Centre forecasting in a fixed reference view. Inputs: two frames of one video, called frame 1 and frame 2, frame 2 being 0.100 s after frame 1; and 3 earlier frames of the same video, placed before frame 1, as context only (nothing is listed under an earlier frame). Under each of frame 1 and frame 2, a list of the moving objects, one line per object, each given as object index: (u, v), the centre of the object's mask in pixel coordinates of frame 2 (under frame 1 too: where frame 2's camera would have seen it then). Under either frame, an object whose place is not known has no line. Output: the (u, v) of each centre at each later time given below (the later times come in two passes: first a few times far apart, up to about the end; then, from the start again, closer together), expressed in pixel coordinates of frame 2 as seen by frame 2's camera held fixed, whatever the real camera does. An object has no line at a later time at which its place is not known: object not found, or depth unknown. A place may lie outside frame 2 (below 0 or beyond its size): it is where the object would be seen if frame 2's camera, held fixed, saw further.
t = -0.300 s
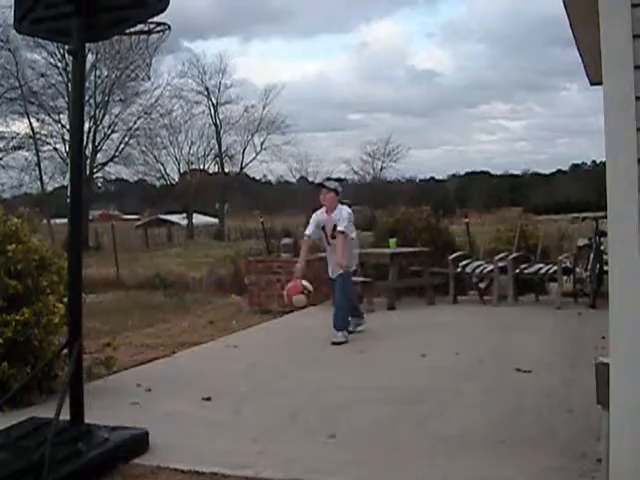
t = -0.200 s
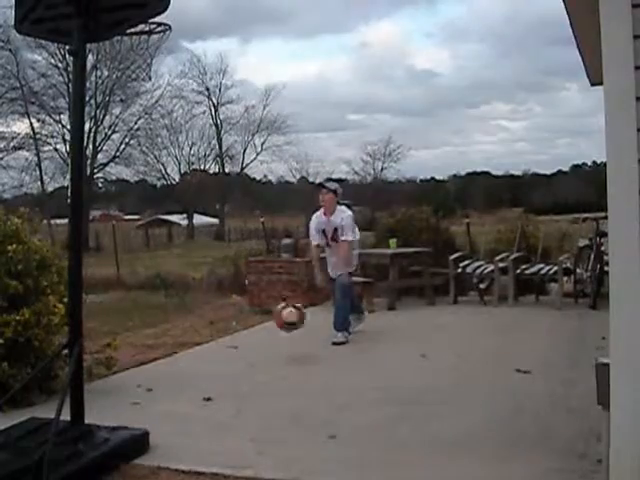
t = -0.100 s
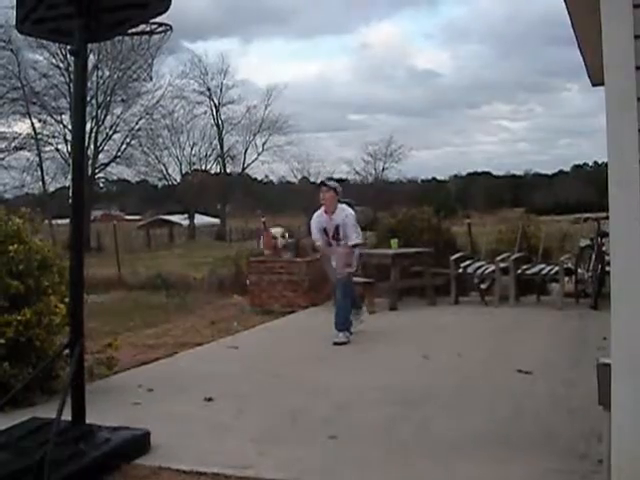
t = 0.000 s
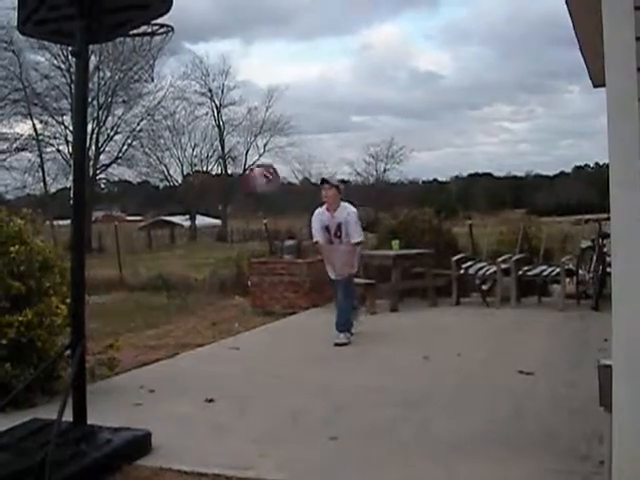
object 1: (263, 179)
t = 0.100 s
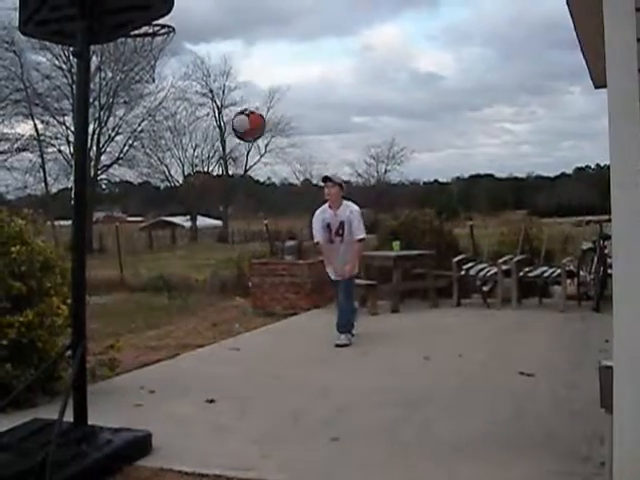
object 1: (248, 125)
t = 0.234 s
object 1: (227, 69)
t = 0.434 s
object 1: (195, 27)
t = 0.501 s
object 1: (184, 26)
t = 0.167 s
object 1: (238, 94)
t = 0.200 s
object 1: (233, 81)
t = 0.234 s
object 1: (227, 69)
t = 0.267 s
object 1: (222, 58)
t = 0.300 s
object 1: (216, 50)
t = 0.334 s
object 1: (211, 40)
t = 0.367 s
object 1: (206, 34)
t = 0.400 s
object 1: (200, 30)
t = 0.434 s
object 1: (195, 27)
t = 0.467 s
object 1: (189, 25)
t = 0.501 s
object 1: (184, 26)
